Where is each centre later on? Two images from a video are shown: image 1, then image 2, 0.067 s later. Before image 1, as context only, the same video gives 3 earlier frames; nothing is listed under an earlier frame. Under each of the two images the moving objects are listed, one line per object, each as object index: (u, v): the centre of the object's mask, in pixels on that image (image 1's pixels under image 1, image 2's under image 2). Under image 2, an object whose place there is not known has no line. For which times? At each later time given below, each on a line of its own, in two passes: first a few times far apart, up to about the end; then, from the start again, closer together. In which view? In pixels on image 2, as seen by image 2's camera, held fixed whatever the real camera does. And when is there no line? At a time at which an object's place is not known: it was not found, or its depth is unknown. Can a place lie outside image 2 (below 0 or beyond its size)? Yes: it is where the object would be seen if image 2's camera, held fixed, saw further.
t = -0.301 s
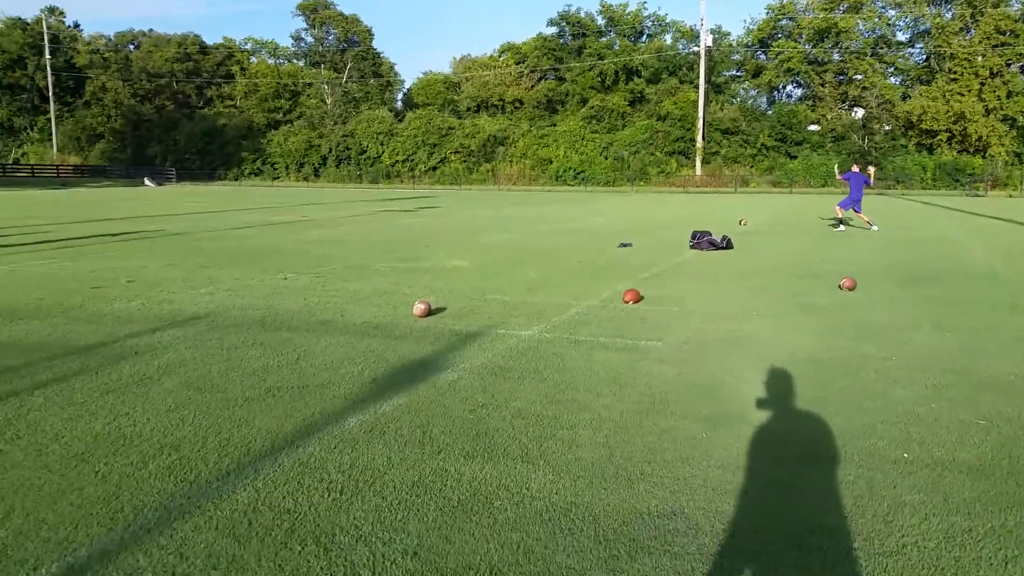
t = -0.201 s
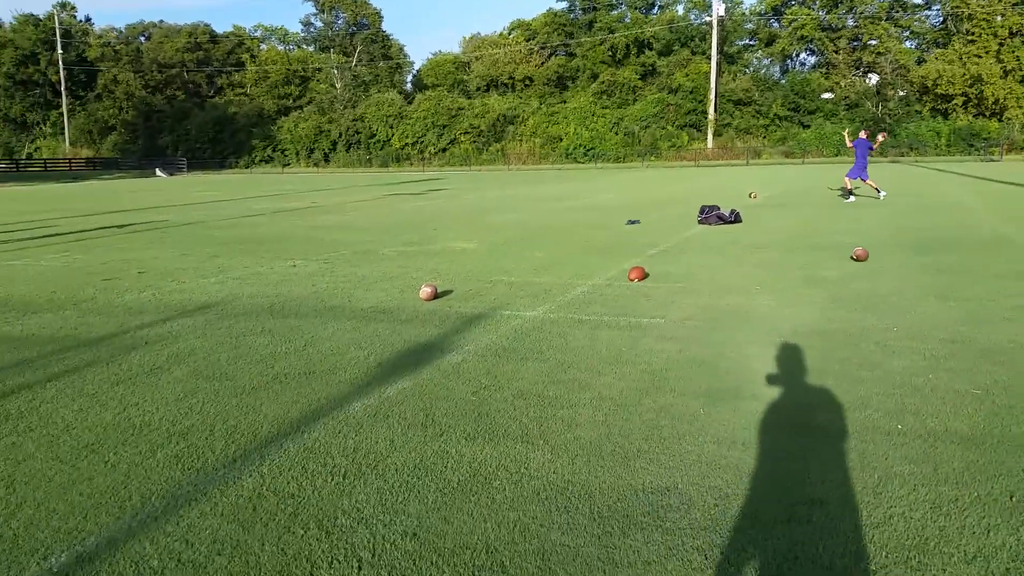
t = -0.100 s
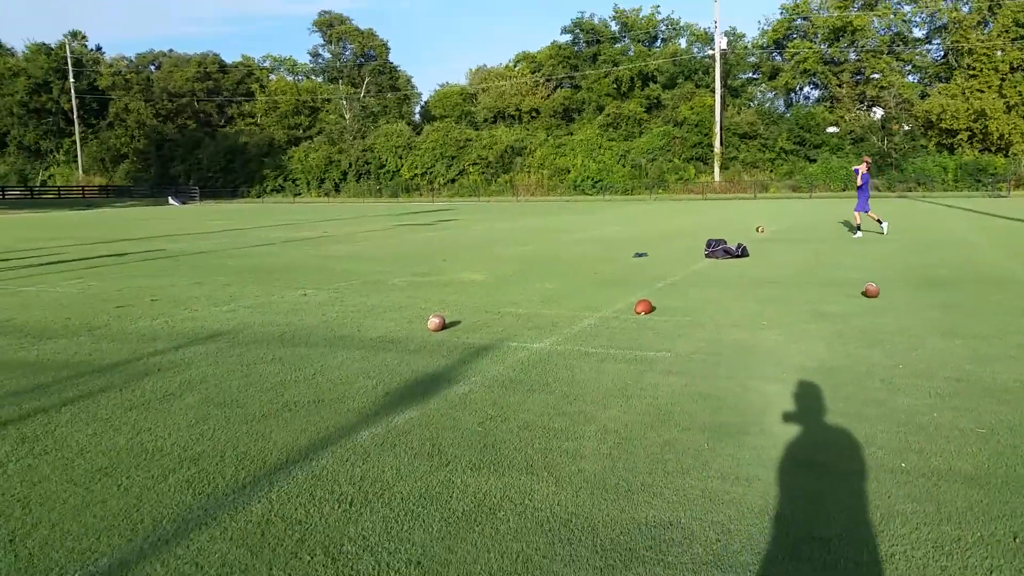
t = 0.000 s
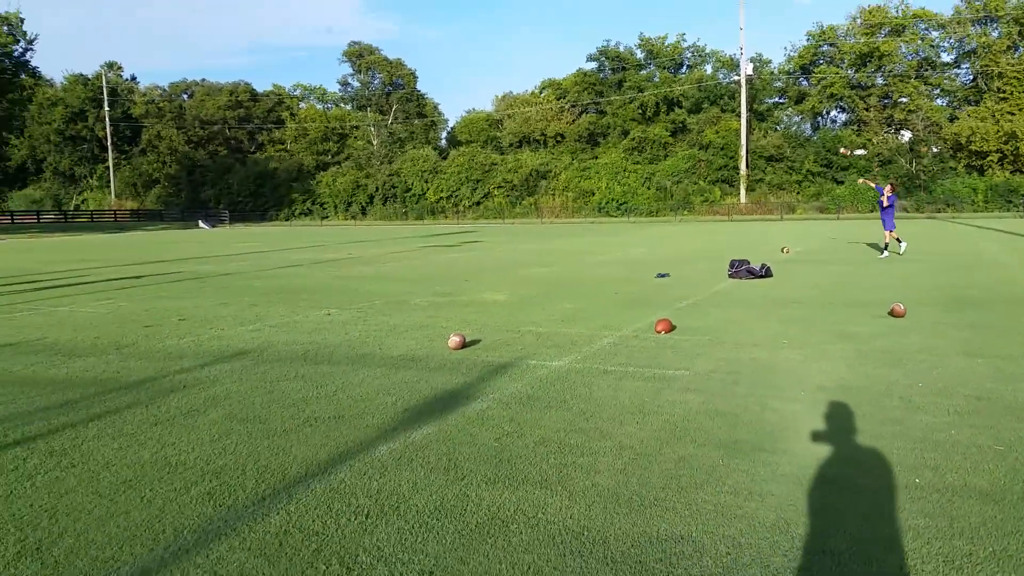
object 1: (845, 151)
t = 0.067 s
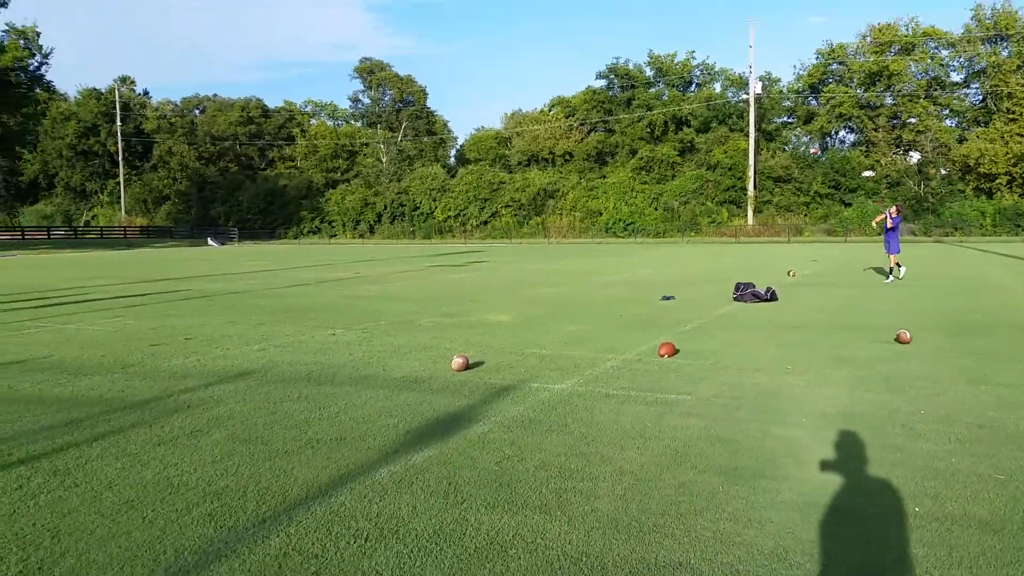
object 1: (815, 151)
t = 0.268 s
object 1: (694, 102)
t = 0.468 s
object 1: (577, 60)
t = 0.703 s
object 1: (422, 33)
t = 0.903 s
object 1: (271, 29)
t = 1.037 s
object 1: (171, 43)
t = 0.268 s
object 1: (694, 102)
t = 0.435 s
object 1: (597, 68)
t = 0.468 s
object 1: (577, 60)
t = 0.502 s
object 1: (556, 53)
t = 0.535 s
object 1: (534, 46)
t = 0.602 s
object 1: (488, 37)
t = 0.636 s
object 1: (465, 37)
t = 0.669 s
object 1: (443, 35)
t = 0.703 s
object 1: (422, 33)
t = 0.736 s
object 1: (398, 31)
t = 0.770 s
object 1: (371, 30)
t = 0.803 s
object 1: (345, 28)
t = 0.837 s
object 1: (318, 28)
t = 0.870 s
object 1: (295, 28)
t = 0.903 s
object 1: (271, 29)
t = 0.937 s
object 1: (246, 31)
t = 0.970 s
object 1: (220, 36)
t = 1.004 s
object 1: (195, 39)
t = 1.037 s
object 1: (171, 43)
